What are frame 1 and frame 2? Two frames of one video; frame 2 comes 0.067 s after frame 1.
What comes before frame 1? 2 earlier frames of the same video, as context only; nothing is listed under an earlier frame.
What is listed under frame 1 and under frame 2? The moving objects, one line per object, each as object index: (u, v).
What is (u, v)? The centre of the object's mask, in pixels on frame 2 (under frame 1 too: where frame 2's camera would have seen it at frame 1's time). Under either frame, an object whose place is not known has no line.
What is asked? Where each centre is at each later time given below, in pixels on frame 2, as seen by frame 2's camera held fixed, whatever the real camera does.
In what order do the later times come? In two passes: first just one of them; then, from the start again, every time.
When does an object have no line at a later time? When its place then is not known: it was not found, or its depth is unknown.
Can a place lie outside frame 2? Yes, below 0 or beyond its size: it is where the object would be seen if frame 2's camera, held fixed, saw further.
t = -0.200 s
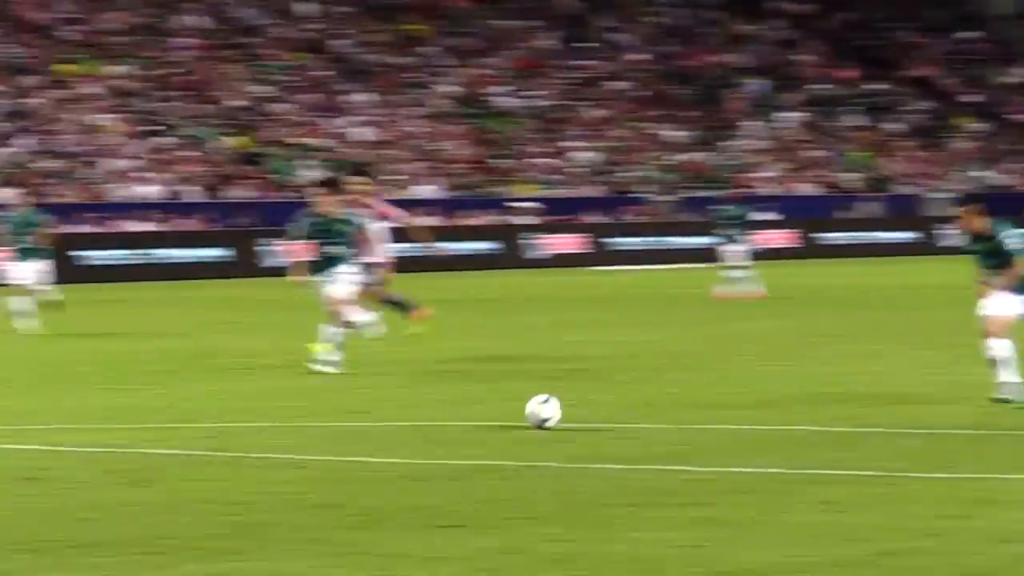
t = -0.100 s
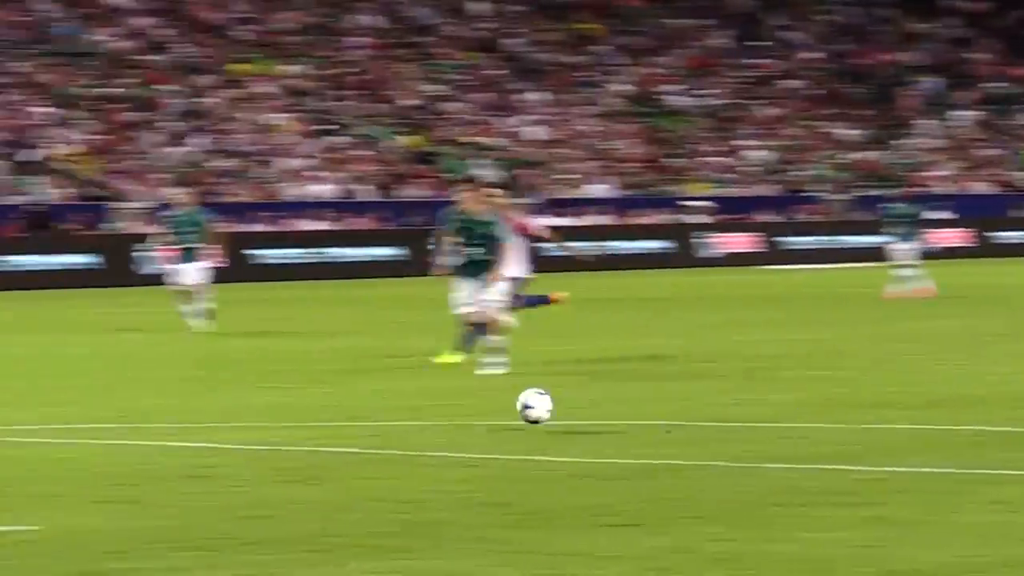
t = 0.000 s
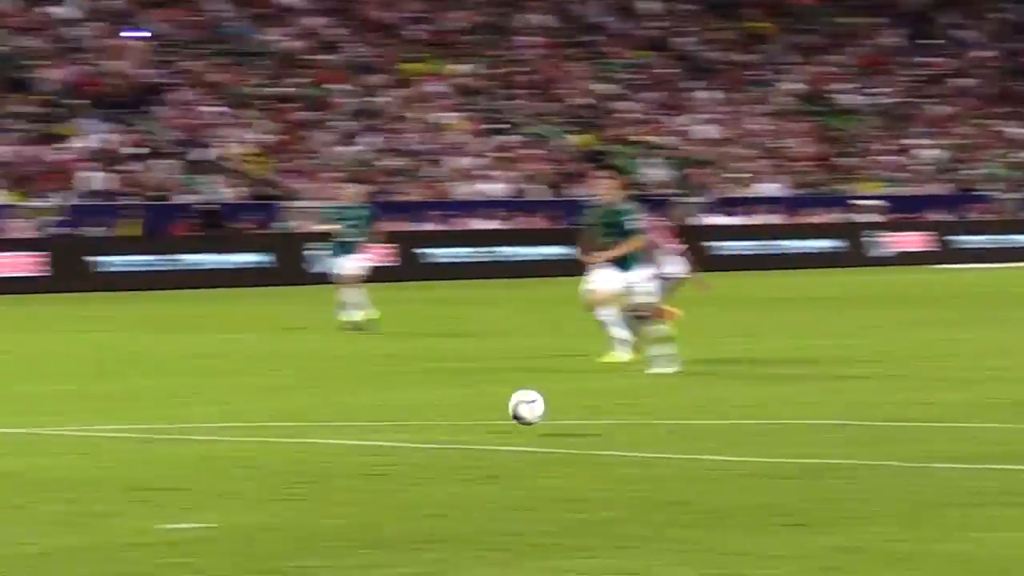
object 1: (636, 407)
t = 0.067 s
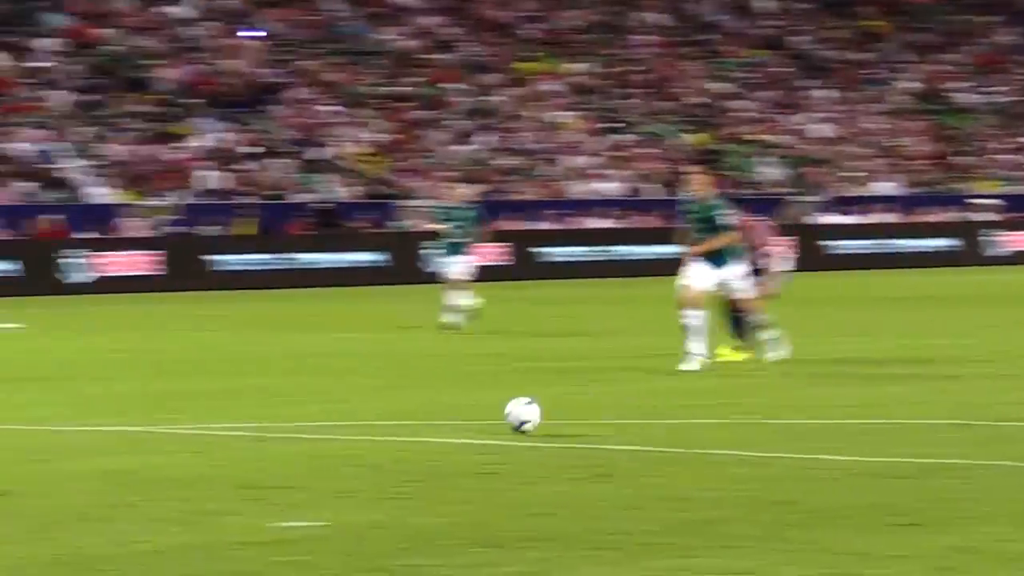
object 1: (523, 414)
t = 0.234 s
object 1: (256, 419)
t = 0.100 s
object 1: (466, 420)
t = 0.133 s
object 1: (411, 420)
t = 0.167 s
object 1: (358, 418)
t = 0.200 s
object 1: (306, 417)
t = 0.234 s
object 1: (256, 419)
